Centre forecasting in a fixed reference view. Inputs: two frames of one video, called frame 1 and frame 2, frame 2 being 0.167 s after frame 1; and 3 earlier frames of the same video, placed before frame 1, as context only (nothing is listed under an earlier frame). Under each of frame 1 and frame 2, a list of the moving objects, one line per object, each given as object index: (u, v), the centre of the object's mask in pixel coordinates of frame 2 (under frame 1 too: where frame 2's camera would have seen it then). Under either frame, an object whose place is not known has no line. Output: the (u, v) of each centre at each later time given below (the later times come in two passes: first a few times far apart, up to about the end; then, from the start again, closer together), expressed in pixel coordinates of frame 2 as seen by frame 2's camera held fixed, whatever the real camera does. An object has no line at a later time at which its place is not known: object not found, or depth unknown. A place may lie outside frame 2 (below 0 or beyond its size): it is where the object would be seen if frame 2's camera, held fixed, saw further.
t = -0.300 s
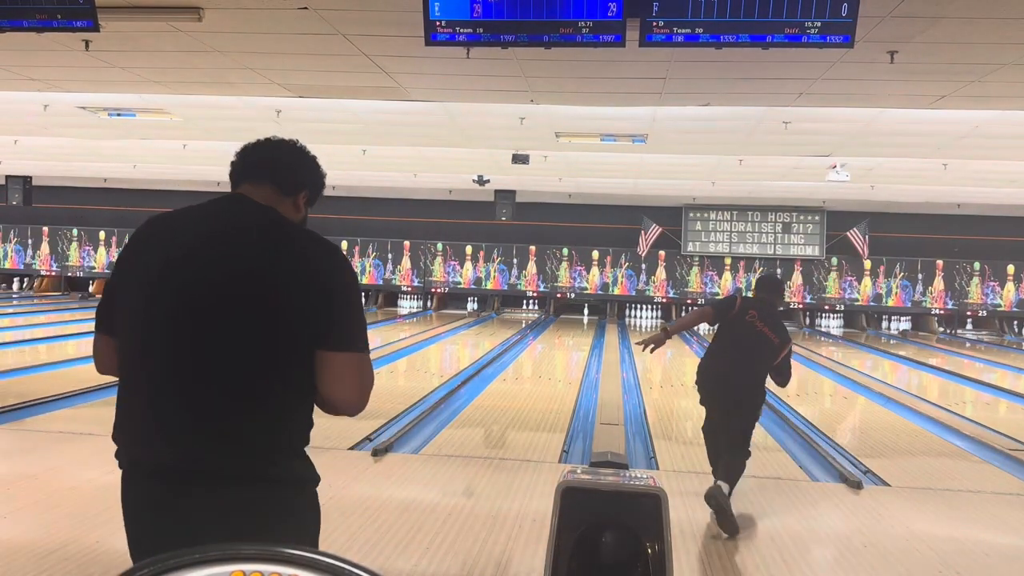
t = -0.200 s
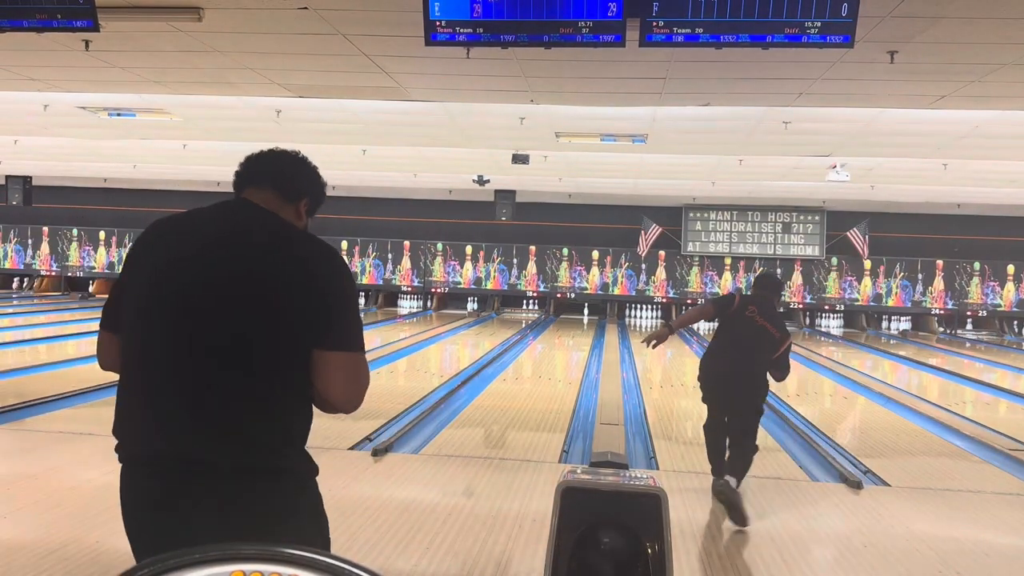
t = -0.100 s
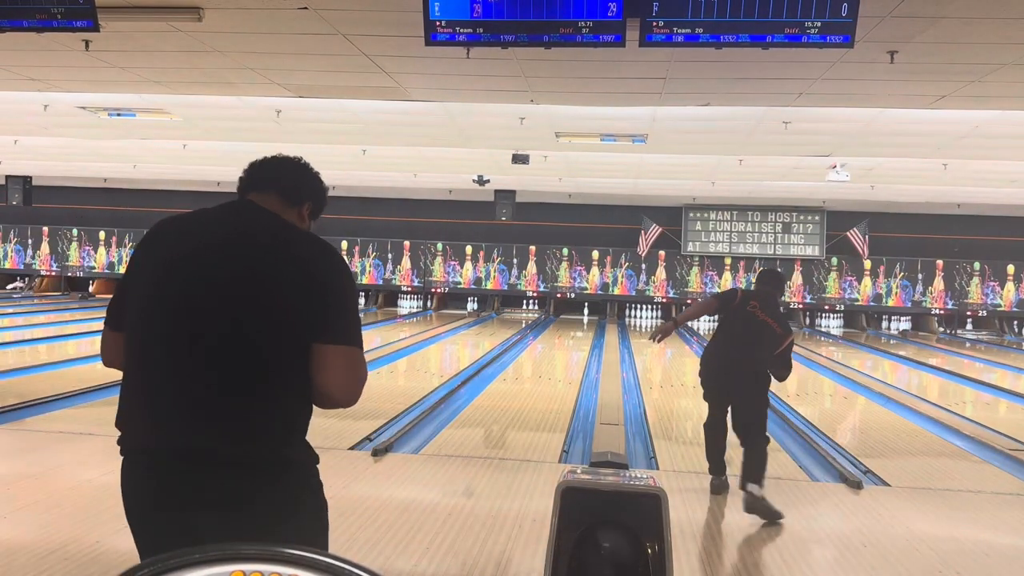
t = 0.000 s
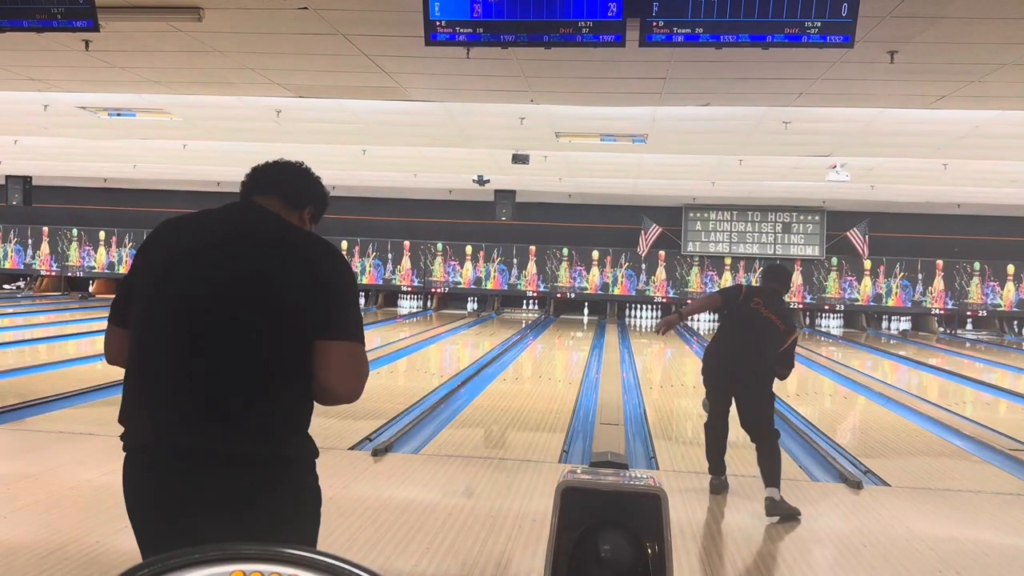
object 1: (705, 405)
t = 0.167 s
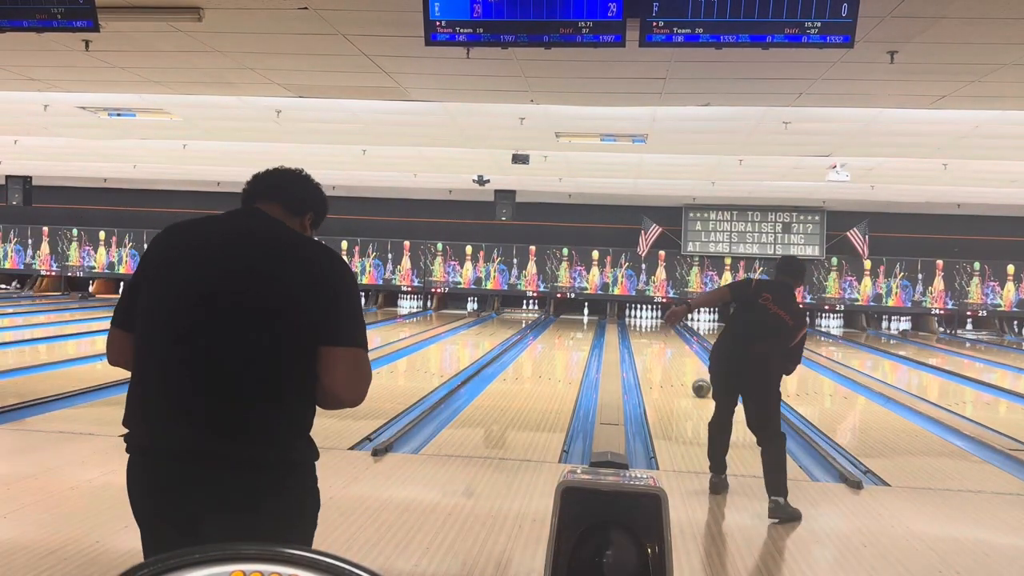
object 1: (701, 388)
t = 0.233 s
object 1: (697, 382)
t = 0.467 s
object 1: (686, 366)
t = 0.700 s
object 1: (677, 353)
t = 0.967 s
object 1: (670, 343)
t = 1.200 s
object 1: (664, 335)
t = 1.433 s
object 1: (661, 330)
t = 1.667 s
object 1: (655, 324)
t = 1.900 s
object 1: (651, 321)
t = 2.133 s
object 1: (645, 317)
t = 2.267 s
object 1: (642, 315)
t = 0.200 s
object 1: (699, 385)
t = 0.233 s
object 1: (697, 382)
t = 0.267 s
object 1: (695, 379)
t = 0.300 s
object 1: (694, 377)
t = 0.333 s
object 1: (692, 374)
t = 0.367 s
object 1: (691, 372)
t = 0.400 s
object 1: (689, 370)
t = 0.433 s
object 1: (687, 368)
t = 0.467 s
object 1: (686, 366)
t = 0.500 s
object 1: (685, 364)
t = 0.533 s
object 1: (683, 362)
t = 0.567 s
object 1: (682, 360)
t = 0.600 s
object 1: (681, 358)
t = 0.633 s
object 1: (680, 357)
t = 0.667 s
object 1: (678, 355)
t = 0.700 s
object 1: (677, 353)
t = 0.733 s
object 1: (676, 352)
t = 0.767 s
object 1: (675, 351)
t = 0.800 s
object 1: (675, 349)
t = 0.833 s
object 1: (673, 348)
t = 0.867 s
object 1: (672, 346)
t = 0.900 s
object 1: (672, 345)
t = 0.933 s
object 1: (671, 344)
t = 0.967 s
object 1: (670, 343)
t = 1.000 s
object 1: (669, 341)
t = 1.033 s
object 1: (668, 340)
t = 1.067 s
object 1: (668, 339)
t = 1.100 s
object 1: (667, 339)
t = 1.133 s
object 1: (666, 337)
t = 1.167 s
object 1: (665, 336)
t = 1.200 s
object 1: (664, 335)
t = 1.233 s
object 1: (664, 334)
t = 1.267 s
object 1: (663, 334)
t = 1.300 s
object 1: (663, 333)
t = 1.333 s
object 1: (662, 331)
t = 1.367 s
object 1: (662, 331)
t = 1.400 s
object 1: (661, 330)
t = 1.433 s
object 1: (661, 330)
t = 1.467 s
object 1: (659, 329)
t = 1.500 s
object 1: (659, 328)
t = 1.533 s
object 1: (658, 327)
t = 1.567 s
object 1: (657, 325)
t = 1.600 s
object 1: (656, 326)
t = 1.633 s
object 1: (656, 324)
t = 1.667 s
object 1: (655, 324)
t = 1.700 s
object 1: (655, 324)
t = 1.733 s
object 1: (655, 323)
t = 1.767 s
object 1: (654, 323)
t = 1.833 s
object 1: (652, 321)
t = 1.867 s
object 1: (652, 321)
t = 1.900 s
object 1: (651, 321)
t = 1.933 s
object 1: (650, 320)
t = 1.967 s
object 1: (649, 319)
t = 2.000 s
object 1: (649, 318)
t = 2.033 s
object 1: (648, 318)
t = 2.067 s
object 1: (648, 318)
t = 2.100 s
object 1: (646, 317)
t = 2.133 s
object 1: (645, 317)
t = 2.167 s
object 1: (644, 317)
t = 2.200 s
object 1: (644, 316)
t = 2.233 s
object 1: (643, 316)
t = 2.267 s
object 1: (642, 315)
